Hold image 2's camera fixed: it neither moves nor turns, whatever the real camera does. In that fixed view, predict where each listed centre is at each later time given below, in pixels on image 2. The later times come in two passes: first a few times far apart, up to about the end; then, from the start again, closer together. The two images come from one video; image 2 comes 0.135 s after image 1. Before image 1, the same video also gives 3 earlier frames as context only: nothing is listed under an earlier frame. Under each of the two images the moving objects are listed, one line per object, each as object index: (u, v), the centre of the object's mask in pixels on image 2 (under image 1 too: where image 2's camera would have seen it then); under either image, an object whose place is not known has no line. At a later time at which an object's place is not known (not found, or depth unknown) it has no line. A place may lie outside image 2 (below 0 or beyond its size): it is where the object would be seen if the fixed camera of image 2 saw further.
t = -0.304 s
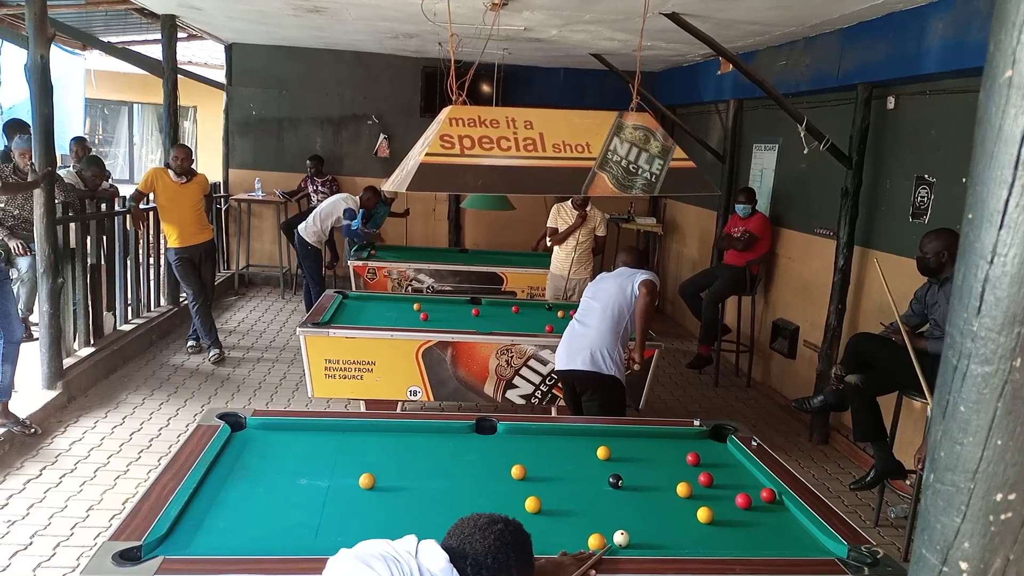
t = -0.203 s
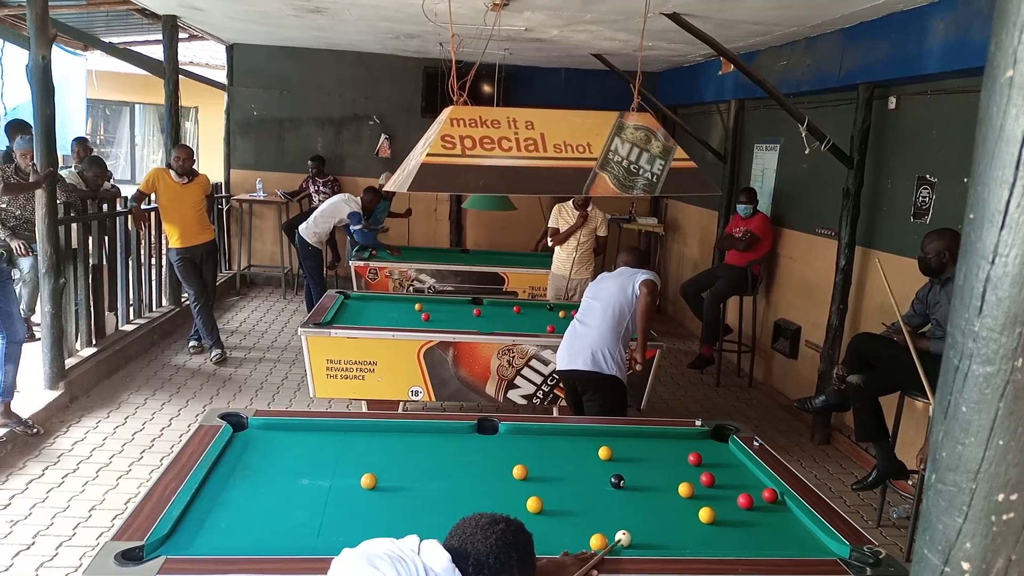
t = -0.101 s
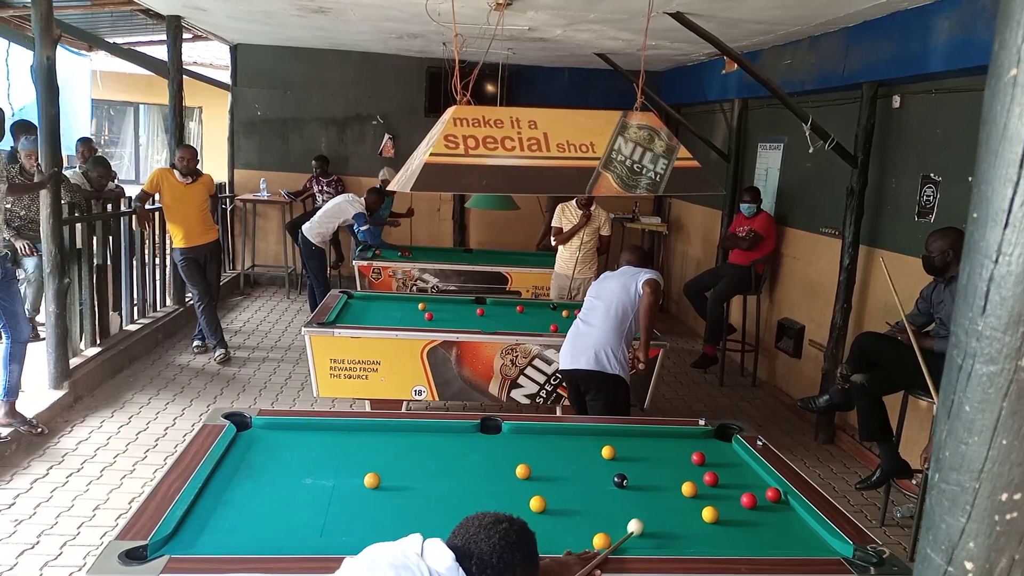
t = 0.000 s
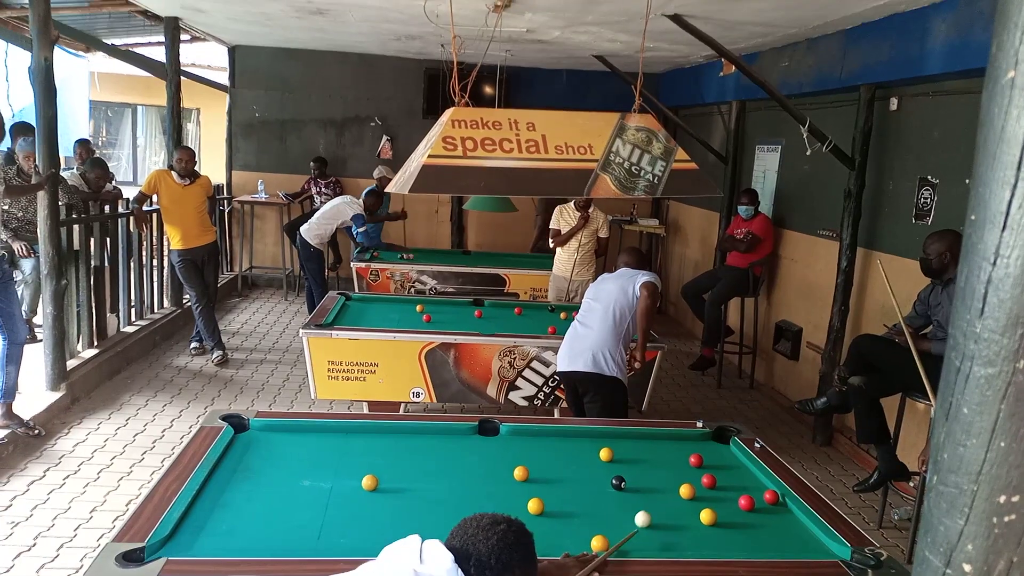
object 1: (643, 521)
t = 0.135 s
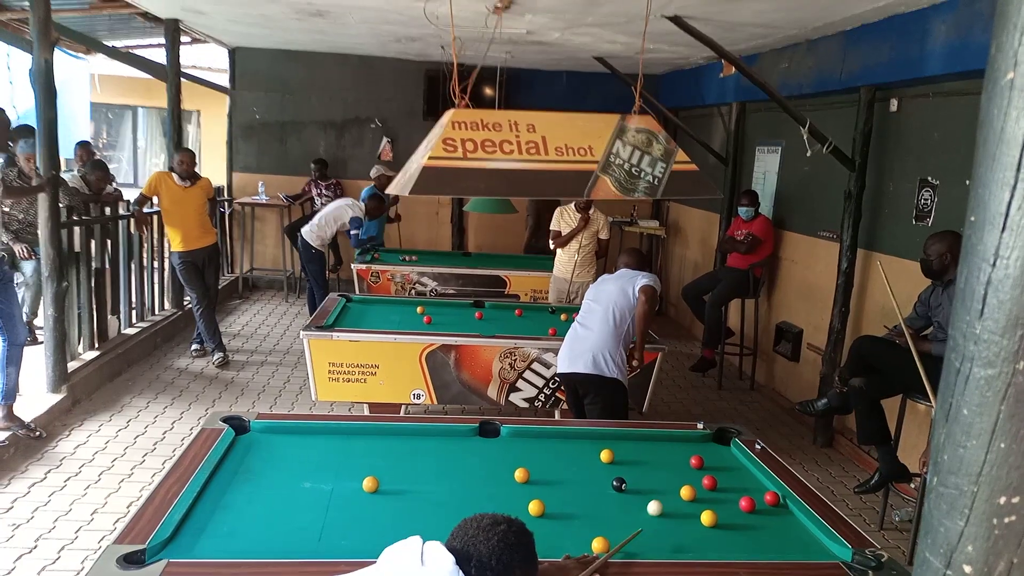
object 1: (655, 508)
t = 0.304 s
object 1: (667, 493)
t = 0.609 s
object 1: (687, 471)
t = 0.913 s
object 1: (690, 464)
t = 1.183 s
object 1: (690, 462)
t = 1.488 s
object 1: (689, 461)
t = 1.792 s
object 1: (689, 460)
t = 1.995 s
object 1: (691, 462)
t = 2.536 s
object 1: (688, 459)
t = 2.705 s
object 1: (690, 460)
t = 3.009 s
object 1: (690, 460)
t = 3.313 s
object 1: (690, 460)
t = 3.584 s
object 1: (690, 460)
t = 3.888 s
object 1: (690, 460)
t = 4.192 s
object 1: (690, 460)
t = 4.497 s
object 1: (690, 460)
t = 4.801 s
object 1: (690, 460)
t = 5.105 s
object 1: (690, 460)
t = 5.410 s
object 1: (690, 460)
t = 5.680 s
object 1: (690, 460)
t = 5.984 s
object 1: (690, 460)
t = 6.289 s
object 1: (690, 460)
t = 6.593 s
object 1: (690, 460)
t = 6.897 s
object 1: (690, 460)
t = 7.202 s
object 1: (690, 460)
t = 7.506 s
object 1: (690, 460)
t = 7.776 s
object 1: (690, 460)
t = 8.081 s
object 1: (690, 460)
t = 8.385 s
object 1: (690, 460)
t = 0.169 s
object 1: (658, 505)
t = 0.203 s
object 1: (660, 502)
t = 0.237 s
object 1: (663, 499)
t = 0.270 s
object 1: (665, 496)
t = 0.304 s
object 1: (667, 493)
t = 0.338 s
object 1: (670, 491)
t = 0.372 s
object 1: (672, 488)
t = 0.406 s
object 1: (674, 485)
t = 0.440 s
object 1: (677, 483)
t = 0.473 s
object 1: (679, 480)
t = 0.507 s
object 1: (681, 478)
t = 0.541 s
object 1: (683, 475)
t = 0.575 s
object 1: (686, 473)
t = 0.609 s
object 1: (687, 471)
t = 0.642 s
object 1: (690, 469)
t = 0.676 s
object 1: (691, 467)
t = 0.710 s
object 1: (691, 466)
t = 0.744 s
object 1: (691, 466)
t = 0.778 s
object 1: (691, 466)
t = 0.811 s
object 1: (691, 465)
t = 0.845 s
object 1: (691, 465)
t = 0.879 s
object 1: (690, 465)
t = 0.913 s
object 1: (690, 464)
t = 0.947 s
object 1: (690, 464)
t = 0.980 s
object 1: (690, 464)
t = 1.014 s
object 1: (690, 464)
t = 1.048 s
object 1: (690, 463)
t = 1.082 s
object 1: (690, 463)
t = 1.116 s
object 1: (690, 463)
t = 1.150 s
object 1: (690, 463)
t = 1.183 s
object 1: (690, 462)
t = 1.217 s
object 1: (690, 462)
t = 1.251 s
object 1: (690, 462)
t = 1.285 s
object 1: (690, 462)
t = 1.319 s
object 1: (690, 462)
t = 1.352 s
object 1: (690, 462)
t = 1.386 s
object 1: (690, 461)
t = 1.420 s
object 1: (690, 461)
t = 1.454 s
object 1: (689, 461)
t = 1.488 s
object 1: (689, 461)
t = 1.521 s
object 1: (690, 461)
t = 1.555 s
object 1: (689, 461)
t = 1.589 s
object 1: (689, 460)
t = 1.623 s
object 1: (689, 460)
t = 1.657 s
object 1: (689, 460)
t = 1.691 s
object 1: (689, 460)
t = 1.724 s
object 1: (689, 460)
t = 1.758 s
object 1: (689, 460)
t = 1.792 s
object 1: (689, 460)
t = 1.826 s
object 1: (689, 460)
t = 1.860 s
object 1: (689, 460)
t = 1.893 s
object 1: (688, 460)
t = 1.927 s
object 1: (689, 460)
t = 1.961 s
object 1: (689, 460)
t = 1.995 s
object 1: (691, 462)
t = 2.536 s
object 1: (688, 459)
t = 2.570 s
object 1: (690, 460)
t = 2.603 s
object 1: (690, 460)
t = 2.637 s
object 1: (690, 460)
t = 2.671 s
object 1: (690, 460)
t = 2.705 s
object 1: (690, 460)
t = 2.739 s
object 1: (690, 460)
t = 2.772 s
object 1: (690, 460)
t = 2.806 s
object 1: (690, 460)
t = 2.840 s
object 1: (690, 460)
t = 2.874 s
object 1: (690, 460)
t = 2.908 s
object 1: (690, 460)
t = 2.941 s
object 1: (690, 460)
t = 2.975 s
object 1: (690, 460)
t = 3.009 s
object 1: (690, 460)
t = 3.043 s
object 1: (690, 460)
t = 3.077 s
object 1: (690, 460)
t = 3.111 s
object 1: (690, 460)
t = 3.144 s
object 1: (690, 460)
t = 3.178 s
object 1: (690, 460)
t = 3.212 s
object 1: (690, 460)
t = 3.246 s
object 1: (690, 460)
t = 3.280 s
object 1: (690, 460)
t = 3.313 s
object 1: (690, 460)
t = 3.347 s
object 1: (690, 460)
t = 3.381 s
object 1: (690, 460)
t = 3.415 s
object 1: (690, 460)
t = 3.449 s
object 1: (690, 460)
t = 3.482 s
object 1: (690, 460)
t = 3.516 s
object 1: (690, 460)
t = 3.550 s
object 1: (690, 460)
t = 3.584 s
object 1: (690, 460)
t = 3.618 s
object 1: (690, 460)
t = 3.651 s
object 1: (690, 460)
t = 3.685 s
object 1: (690, 460)
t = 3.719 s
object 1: (690, 460)
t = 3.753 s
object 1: (690, 460)
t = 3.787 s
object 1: (690, 460)
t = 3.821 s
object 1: (690, 460)
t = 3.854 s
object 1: (690, 460)
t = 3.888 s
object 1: (690, 460)
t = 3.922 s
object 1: (690, 460)
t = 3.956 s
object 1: (690, 460)
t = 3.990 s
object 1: (690, 460)
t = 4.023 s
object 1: (690, 460)
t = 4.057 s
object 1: (690, 460)
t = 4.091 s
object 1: (690, 460)
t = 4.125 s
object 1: (690, 460)
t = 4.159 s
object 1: (690, 460)
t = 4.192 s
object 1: (690, 460)
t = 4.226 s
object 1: (690, 460)
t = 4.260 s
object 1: (690, 460)
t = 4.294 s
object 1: (690, 460)
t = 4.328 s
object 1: (690, 460)
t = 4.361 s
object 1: (690, 460)
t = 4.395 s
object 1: (690, 460)
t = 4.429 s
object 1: (690, 460)
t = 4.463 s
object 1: (690, 460)
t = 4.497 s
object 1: (690, 460)
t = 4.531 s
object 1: (690, 460)
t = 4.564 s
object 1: (690, 460)
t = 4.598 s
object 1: (690, 460)
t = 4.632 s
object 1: (690, 460)
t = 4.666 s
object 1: (690, 460)
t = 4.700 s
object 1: (690, 460)
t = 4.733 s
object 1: (690, 460)
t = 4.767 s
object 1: (690, 460)
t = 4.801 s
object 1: (690, 460)
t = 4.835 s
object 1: (690, 460)
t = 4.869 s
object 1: (690, 460)
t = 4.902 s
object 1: (690, 460)
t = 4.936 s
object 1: (690, 460)
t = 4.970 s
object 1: (690, 460)
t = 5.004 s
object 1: (690, 460)
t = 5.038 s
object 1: (690, 460)
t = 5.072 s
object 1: (690, 460)
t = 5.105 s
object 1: (690, 460)
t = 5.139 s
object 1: (690, 460)
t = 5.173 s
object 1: (690, 460)
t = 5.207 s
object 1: (690, 460)
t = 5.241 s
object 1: (690, 460)
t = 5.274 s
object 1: (690, 460)
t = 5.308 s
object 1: (690, 460)
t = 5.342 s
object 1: (690, 460)
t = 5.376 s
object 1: (690, 460)
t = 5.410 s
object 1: (690, 460)
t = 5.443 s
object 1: (690, 460)
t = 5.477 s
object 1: (690, 460)
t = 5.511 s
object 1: (690, 460)
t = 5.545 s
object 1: (690, 460)
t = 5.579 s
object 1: (690, 460)
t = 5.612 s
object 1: (690, 460)
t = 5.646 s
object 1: (690, 460)
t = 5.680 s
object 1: (690, 460)
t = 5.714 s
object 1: (690, 460)
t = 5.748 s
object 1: (690, 460)
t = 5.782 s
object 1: (690, 460)
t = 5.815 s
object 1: (690, 460)
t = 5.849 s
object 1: (690, 460)
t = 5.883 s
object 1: (690, 460)
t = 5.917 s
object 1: (690, 460)
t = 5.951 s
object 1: (690, 460)
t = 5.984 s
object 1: (690, 460)
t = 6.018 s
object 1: (690, 460)
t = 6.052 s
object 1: (690, 460)
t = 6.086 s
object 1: (690, 460)
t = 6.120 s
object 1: (690, 460)
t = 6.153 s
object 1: (690, 460)
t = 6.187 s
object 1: (690, 460)
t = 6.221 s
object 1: (690, 460)
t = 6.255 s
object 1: (690, 460)
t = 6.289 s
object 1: (690, 460)
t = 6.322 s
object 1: (690, 460)
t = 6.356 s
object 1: (690, 460)
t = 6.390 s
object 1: (690, 460)
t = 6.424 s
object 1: (690, 460)
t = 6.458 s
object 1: (690, 460)
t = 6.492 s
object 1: (690, 460)
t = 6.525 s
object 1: (690, 460)
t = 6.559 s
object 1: (690, 460)
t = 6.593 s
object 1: (690, 460)
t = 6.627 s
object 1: (690, 460)
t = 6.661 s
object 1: (690, 460)
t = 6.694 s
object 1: (690, 460)
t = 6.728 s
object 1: (690, 460)
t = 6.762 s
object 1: (690, 460)
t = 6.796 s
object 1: (690, 460)
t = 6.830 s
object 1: (690, 460)
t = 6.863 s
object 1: (690, 460)
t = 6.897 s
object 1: (690, 460)
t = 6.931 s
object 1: (690, 460)
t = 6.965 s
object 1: (690, 460)
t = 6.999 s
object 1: (690, 460)
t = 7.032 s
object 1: (690, 460)
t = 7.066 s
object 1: (690, 460)
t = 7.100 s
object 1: (690, 460)
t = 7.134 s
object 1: (690, 460)
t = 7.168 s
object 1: (690, 460)
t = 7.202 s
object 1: (690, 460)
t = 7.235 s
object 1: (690, 460)
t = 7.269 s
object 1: (690, 460)
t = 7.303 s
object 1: (690, 460)
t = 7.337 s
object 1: (690, 460)
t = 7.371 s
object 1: (690, 460)
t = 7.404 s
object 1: (690, 460)
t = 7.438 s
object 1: (690, 460)
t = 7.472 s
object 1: (690, 460)
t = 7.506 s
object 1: (690, 460)
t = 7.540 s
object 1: (690, 460)
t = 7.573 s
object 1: (690, 460)
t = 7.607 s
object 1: (690, 460)
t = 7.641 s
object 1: (690, 460)
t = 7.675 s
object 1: (690, 460)
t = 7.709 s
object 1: (690, 460)
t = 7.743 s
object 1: (690, 460)
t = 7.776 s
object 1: (690, 460)
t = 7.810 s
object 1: (690, 460)
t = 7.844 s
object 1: (690, 460)
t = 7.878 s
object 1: (690, 460)
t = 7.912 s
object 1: (690, 460)
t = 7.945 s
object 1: (690, 460)
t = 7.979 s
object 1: (690, 460)
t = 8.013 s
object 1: (690, 460)
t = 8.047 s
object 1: (690, 460)
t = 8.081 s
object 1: (690, 460)
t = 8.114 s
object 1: (690, 460)
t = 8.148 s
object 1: (690, 460)
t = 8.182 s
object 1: (690, 460)
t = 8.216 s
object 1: (690, 460)
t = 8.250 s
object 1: (690, 460)
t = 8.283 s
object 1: (690, 460)
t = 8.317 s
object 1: (690, 460)
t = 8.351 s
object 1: (690, 460)
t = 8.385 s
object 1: (690, 460)
